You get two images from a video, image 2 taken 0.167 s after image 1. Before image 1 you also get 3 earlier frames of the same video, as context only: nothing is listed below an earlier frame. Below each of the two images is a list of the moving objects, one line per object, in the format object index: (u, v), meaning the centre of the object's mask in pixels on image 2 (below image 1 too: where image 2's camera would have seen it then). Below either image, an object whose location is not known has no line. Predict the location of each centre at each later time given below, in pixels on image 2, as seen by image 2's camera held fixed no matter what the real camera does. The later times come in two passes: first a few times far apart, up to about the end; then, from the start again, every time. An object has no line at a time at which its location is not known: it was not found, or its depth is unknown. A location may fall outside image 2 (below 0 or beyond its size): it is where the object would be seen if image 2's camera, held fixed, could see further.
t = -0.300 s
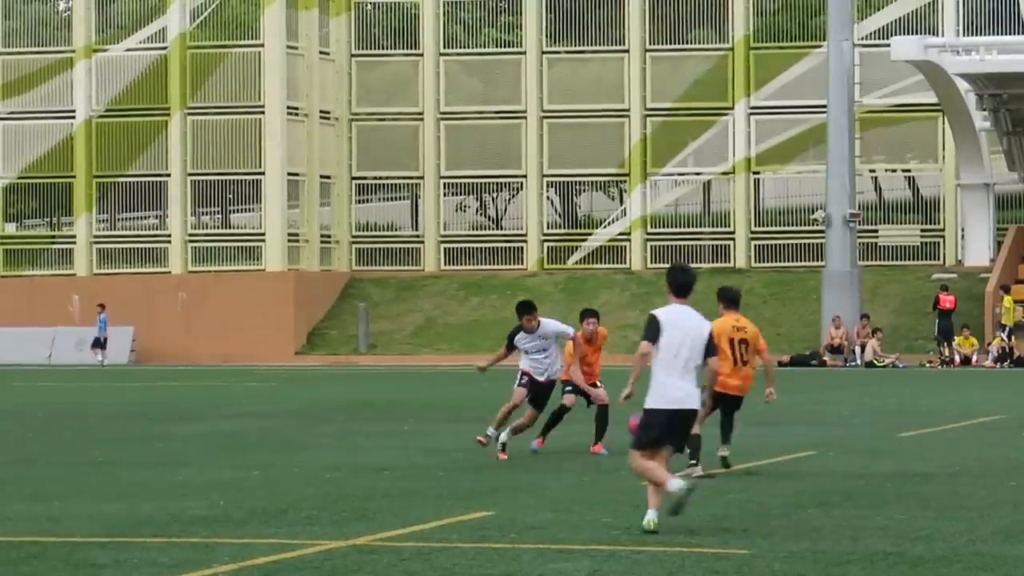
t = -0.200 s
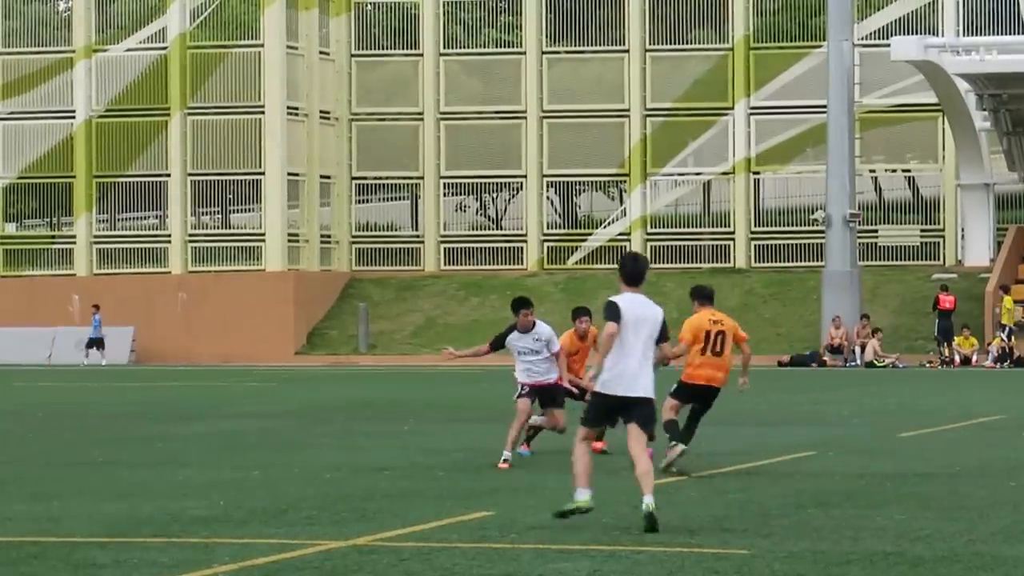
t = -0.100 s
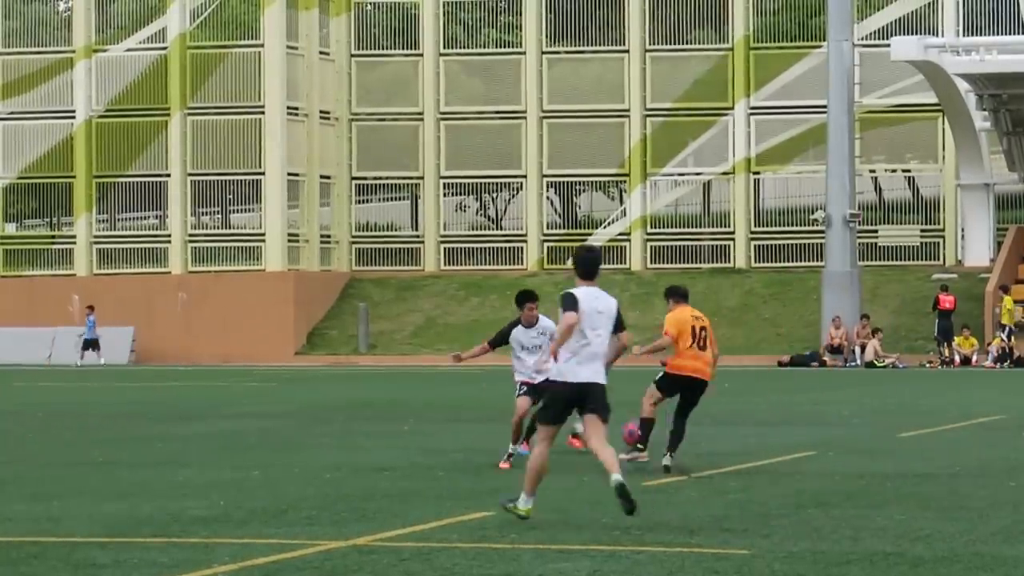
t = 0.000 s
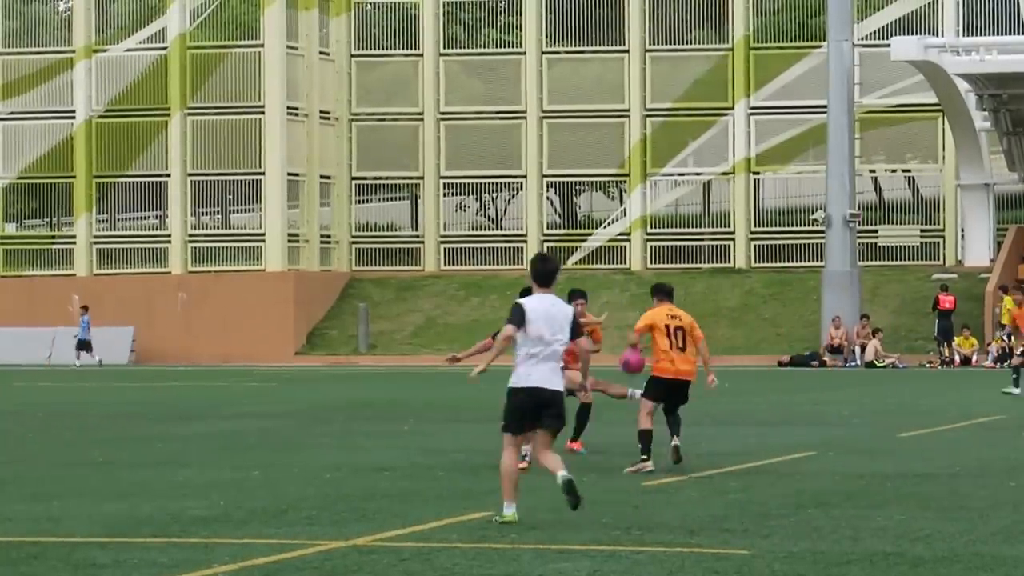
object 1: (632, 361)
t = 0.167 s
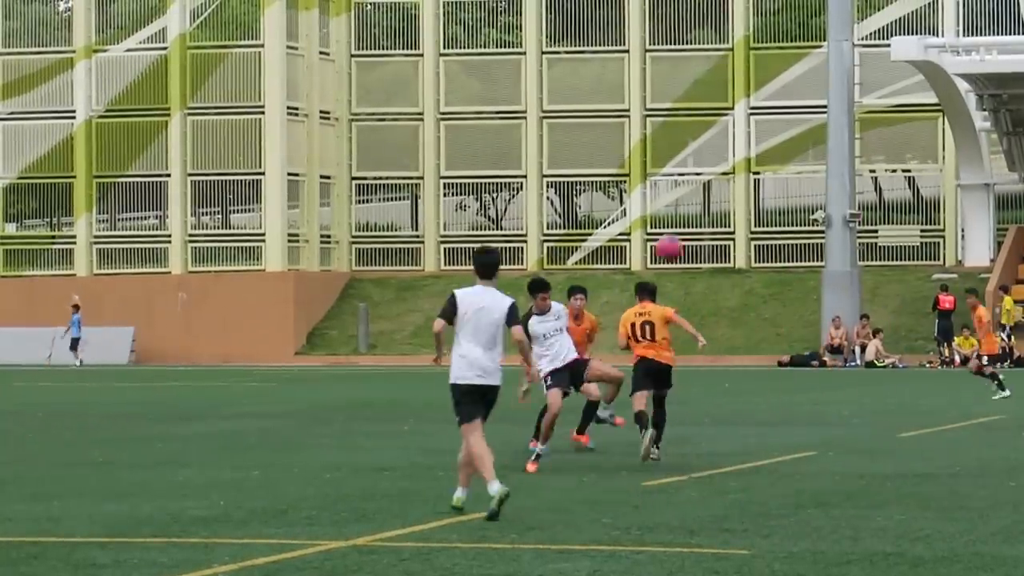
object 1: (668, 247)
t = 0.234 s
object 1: (683, 210)
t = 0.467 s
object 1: (738, 102)
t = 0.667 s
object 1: (786, 57)
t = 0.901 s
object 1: (847, 70)
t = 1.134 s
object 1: (914, 172)
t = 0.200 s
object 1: (677, 227)
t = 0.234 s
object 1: (683, 210)
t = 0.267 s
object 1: (691, 191)
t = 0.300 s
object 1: (699, 173)
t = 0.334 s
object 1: (707, 156)
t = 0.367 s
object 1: (715, 141)
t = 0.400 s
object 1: (722, 127)
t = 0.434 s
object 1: (730, 115)
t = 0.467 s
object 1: (738, 102)
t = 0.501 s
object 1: (746, 91)
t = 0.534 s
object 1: (754, 82)
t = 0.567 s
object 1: (762, 74)
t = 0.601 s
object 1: (770, 67)
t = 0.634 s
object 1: (778, 61)
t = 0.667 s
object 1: (786, 57)
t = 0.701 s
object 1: (794, 54)
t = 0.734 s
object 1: (803, 53)
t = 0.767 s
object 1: (811, 53)
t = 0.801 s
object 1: (820, 55)
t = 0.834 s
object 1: (829, 58)
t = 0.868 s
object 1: (838, 64)
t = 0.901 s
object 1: (847, 70)
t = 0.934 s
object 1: (856, 79)
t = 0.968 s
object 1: (865, 89)
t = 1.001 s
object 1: (874, 102)
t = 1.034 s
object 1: (884, 116)
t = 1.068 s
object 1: (894, 132)
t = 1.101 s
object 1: (904, 151)
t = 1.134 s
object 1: (914, 172)
